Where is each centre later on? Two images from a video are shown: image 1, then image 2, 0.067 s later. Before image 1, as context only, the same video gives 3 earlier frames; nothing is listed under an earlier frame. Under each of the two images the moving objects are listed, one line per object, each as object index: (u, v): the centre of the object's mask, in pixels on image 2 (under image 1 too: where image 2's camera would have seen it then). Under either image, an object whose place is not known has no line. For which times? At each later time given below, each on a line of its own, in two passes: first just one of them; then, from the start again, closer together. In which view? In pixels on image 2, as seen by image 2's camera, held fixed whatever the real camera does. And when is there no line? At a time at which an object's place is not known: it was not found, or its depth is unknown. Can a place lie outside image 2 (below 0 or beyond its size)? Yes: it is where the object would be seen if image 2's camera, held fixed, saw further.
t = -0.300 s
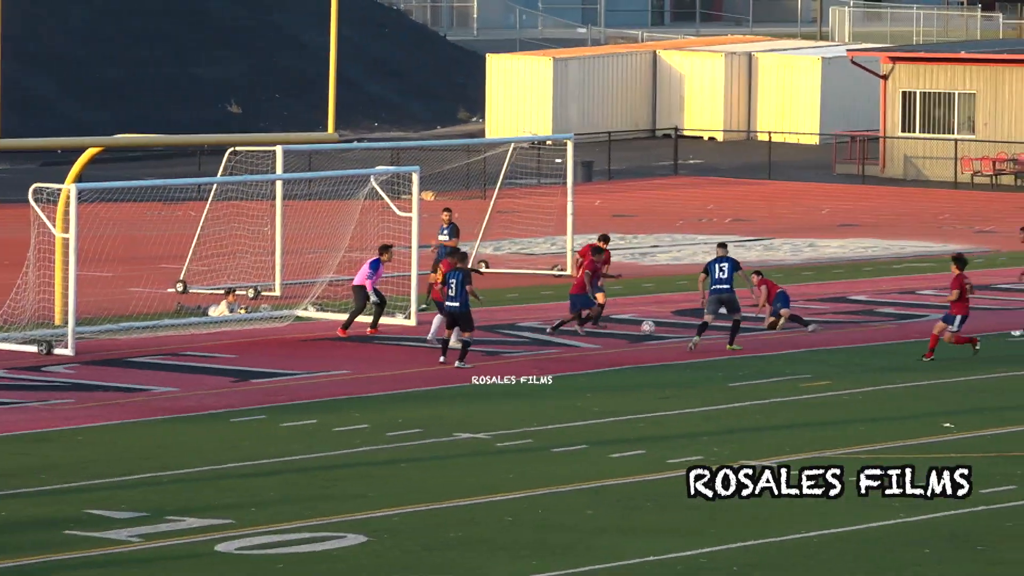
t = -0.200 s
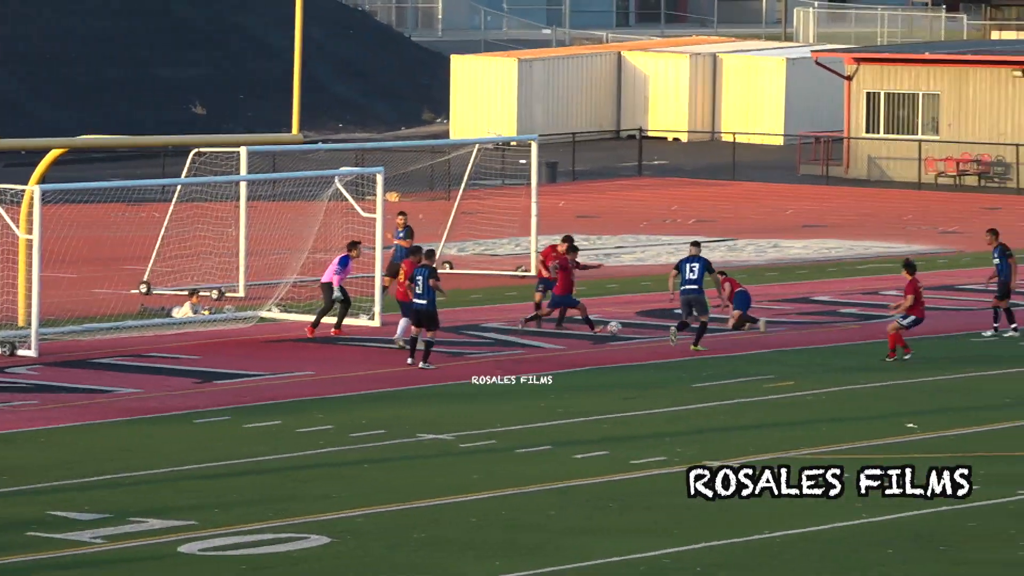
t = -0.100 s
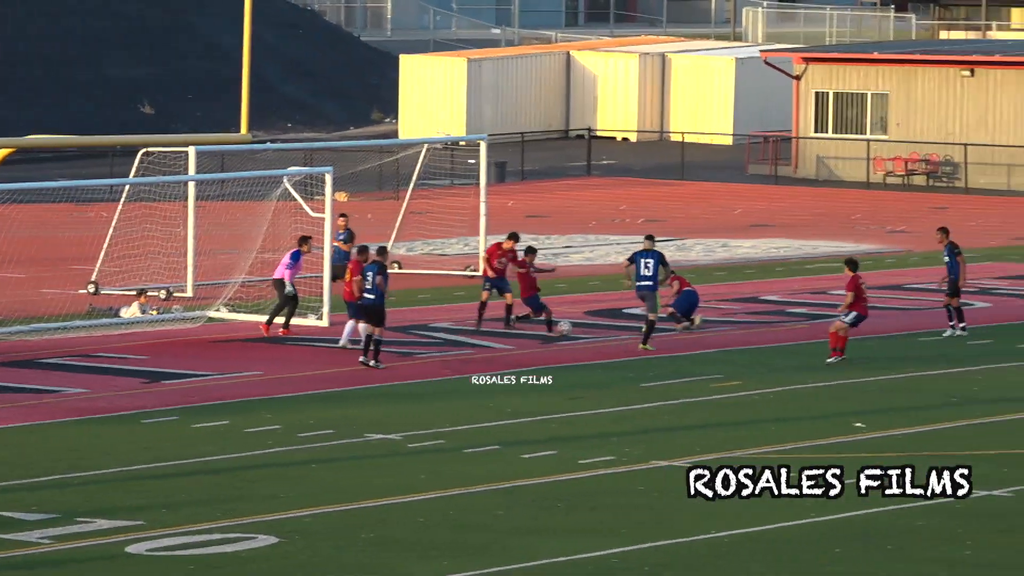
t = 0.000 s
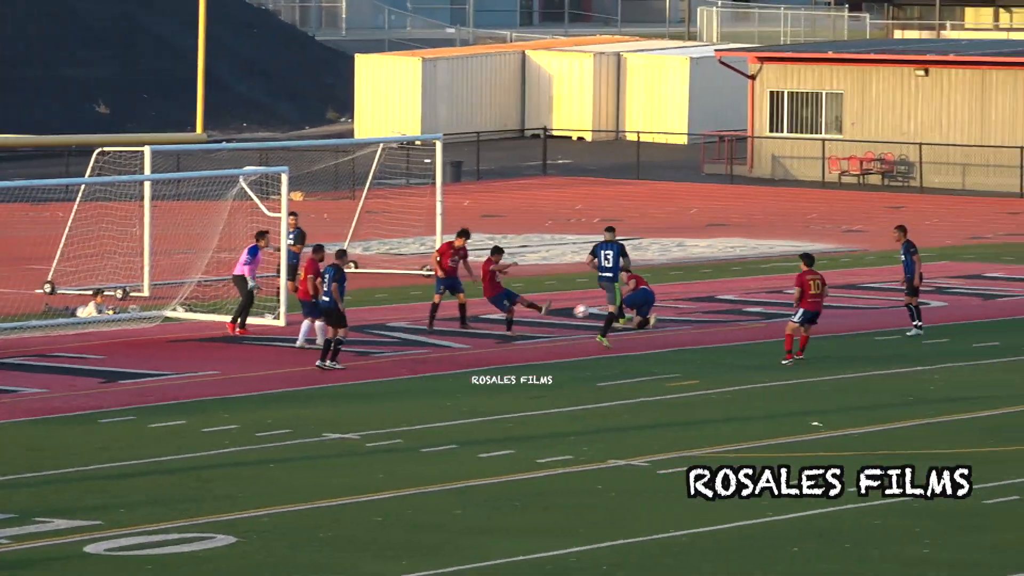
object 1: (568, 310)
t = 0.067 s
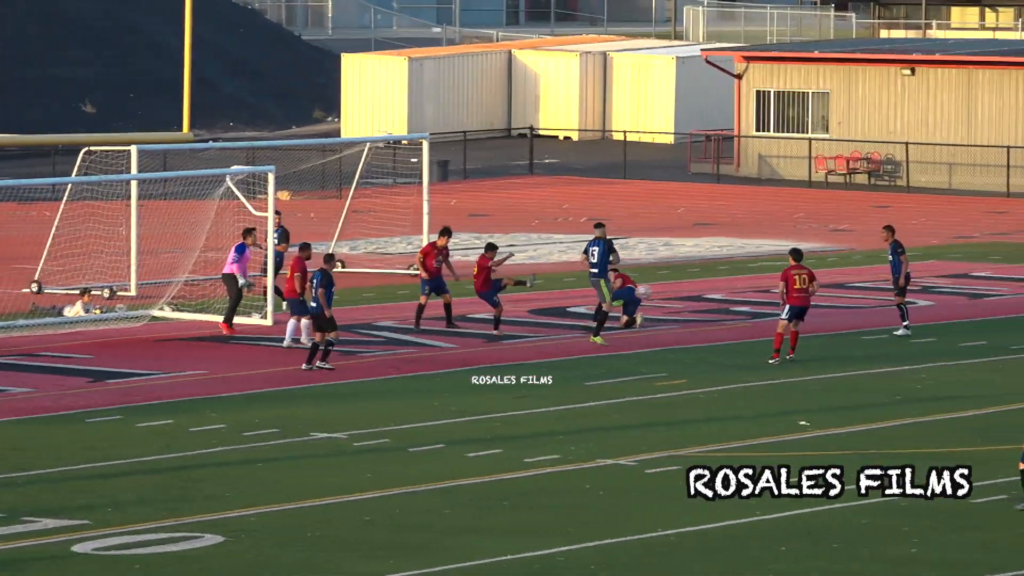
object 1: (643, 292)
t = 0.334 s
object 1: (922, 244)
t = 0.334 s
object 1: (922, 244)
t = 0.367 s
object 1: (956, 240)
